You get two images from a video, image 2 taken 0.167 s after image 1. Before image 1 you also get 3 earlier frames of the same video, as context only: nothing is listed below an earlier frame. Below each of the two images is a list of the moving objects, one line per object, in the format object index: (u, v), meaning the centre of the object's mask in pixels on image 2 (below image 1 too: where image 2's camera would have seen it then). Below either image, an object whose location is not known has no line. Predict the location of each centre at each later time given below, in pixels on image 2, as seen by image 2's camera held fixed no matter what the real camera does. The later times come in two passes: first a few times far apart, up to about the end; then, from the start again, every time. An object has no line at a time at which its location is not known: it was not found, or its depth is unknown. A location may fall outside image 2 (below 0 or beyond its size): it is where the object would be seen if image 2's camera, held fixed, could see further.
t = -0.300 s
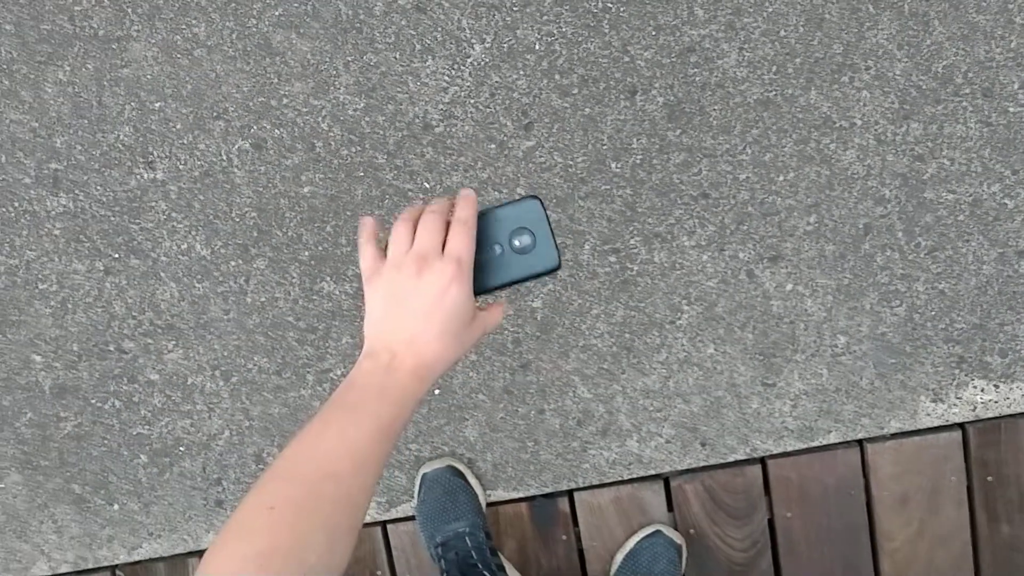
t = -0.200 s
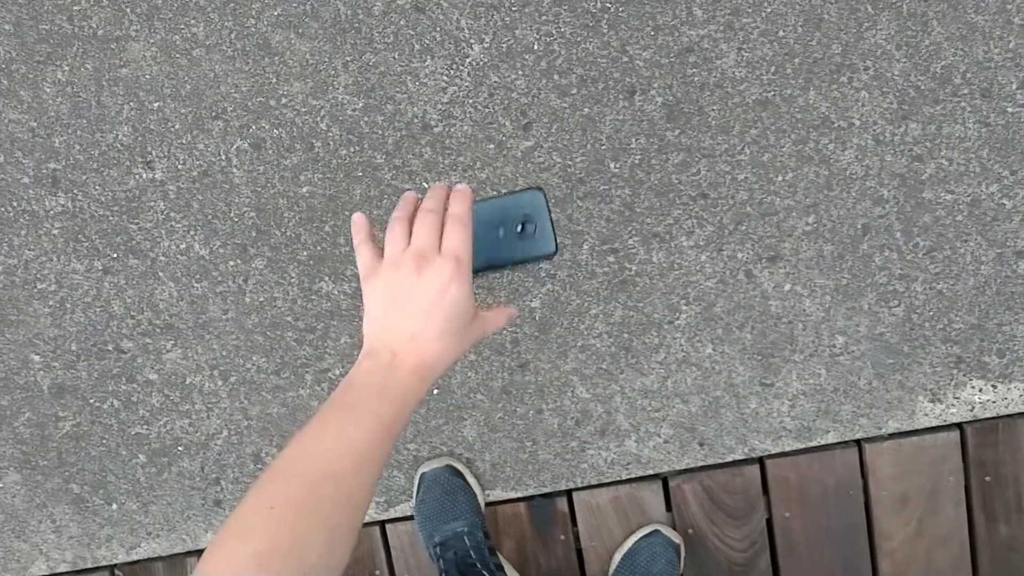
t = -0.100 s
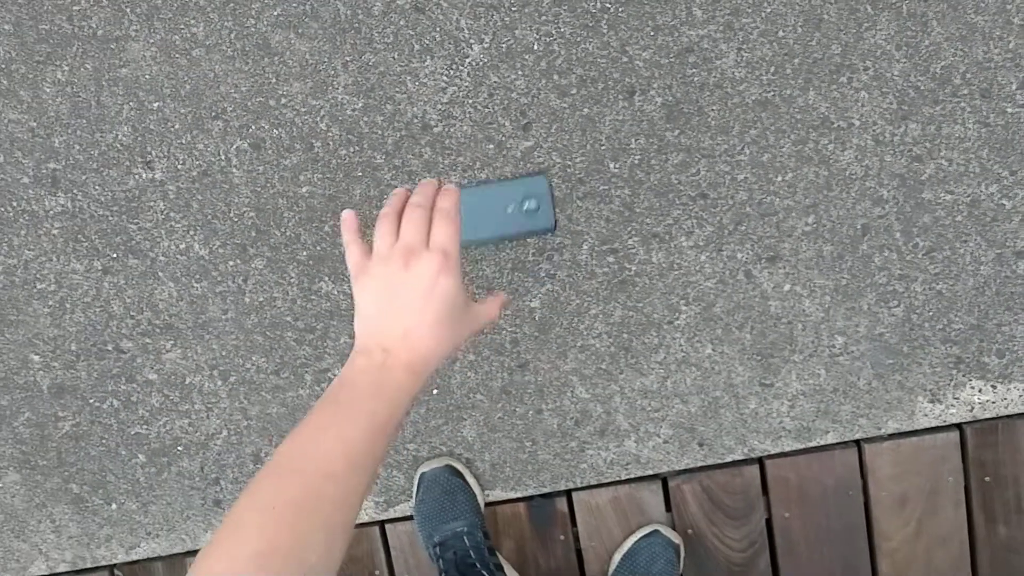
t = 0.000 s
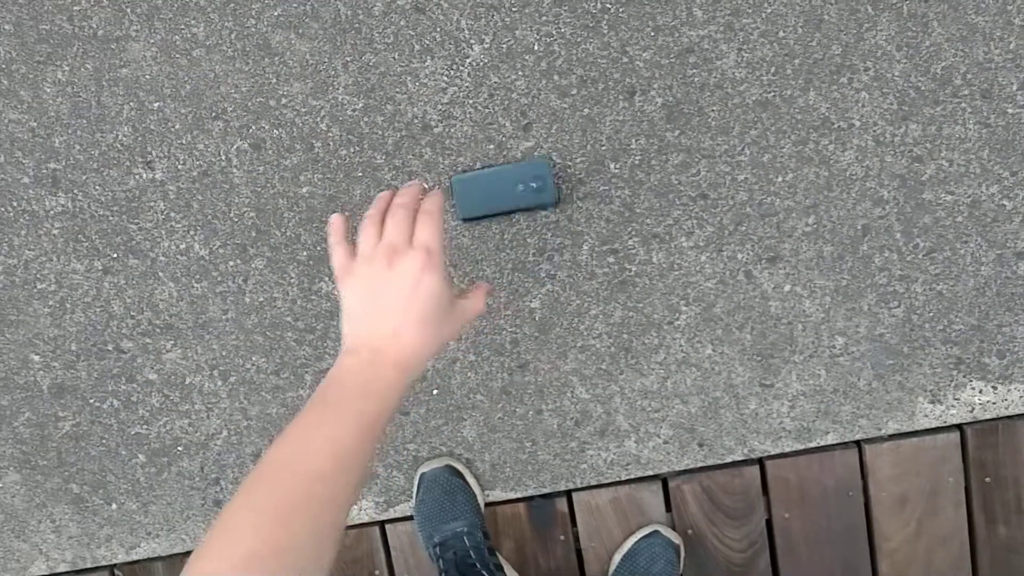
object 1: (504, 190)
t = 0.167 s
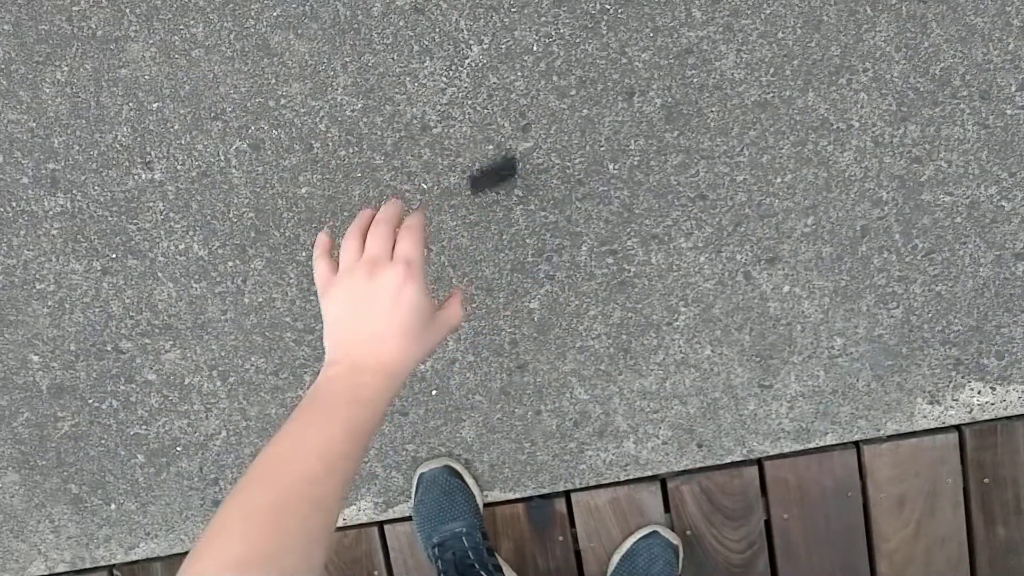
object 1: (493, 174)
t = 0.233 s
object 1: (479, 168)
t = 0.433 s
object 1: (439, 148)
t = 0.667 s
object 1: (432, 145)
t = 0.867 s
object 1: (432, 145)
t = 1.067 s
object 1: (432, 145)
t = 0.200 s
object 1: (487, 171)
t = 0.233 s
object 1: (479, 168)
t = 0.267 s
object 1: (470, 165)
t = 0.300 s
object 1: (461, 160)
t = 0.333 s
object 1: (455, 157)
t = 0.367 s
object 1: (449, 154)
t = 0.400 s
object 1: (444, 150)
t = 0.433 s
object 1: (439, 148)
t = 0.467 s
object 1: (436, 147)
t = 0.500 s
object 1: (434, 146)
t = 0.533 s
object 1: (432, 145)
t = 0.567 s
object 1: (432, 145)
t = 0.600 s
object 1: (432, 145)
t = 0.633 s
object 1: (432, 145)
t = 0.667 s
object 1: (432, 145)
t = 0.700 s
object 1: (432, 145)
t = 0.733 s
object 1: (432, 145)
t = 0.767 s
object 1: (432, 145)
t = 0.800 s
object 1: (432, 145)
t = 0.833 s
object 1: (432, 145)
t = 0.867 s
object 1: (432, 145)
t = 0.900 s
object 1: (432, 145)
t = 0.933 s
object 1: (432, 145)
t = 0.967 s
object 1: (432, 145)
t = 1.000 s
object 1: (432, 145)
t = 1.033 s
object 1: (432, 145)
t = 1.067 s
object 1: (432, 145)
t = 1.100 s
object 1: (432, 145)
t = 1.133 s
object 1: (432, 145)
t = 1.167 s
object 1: (432, 145)
